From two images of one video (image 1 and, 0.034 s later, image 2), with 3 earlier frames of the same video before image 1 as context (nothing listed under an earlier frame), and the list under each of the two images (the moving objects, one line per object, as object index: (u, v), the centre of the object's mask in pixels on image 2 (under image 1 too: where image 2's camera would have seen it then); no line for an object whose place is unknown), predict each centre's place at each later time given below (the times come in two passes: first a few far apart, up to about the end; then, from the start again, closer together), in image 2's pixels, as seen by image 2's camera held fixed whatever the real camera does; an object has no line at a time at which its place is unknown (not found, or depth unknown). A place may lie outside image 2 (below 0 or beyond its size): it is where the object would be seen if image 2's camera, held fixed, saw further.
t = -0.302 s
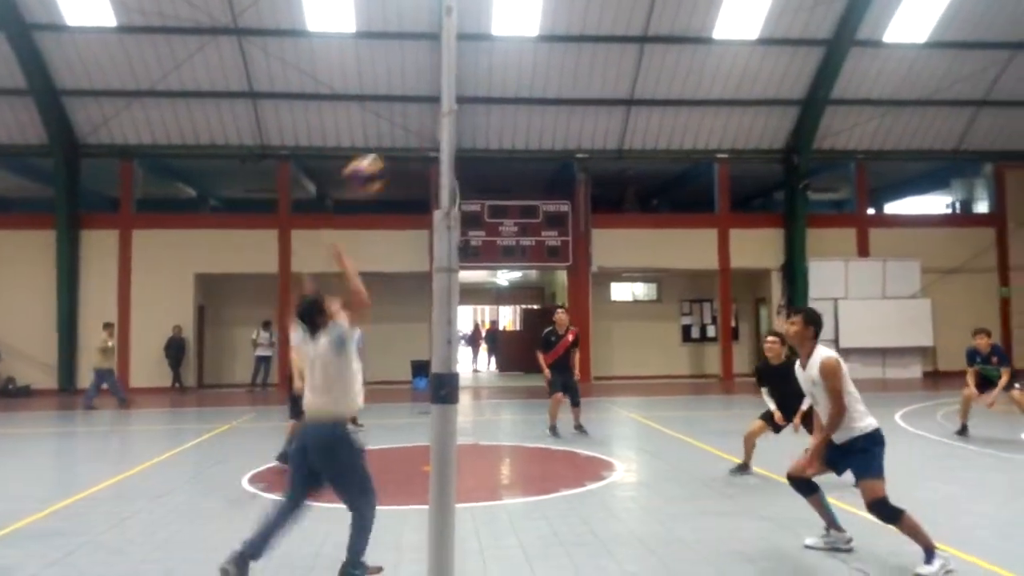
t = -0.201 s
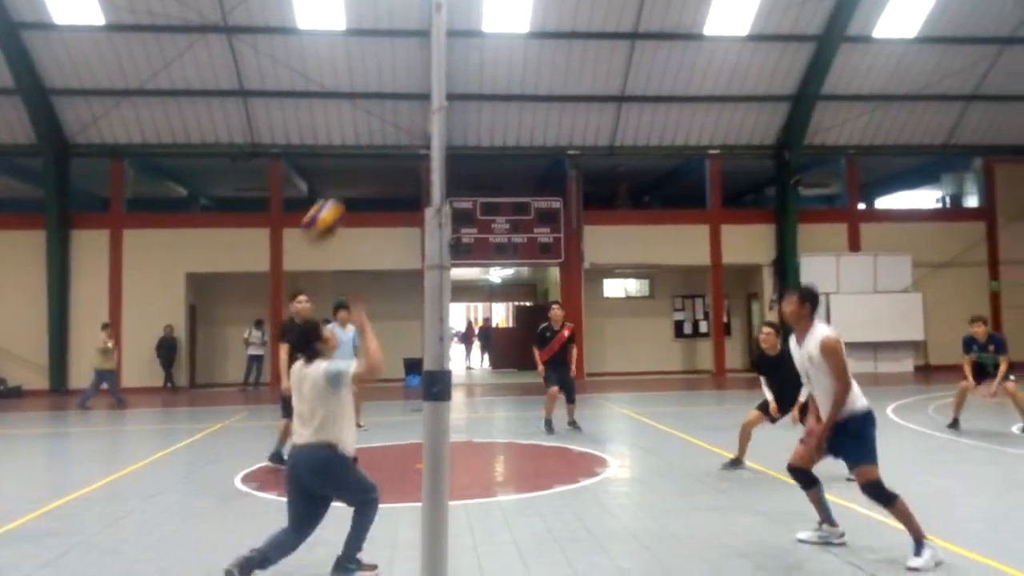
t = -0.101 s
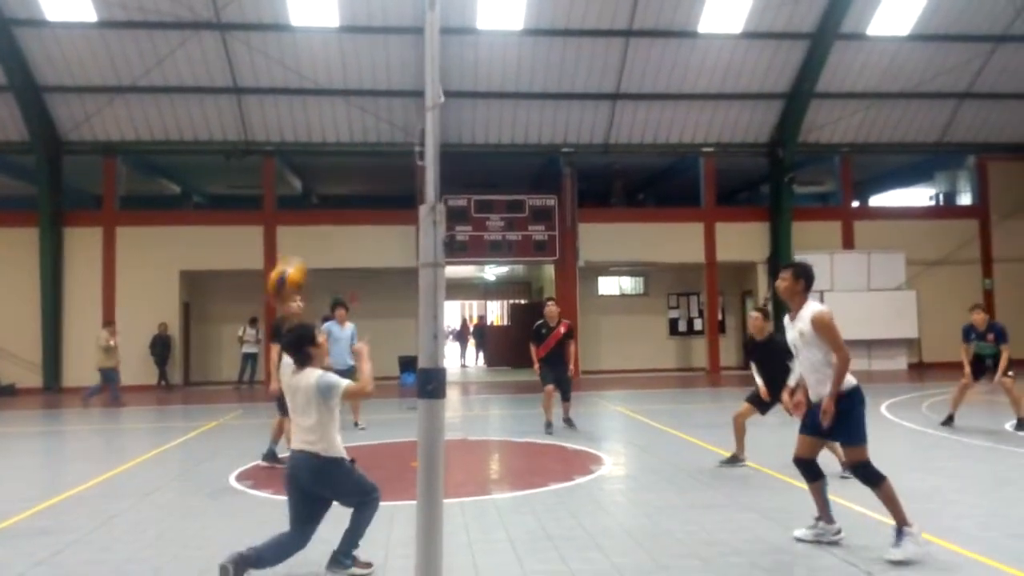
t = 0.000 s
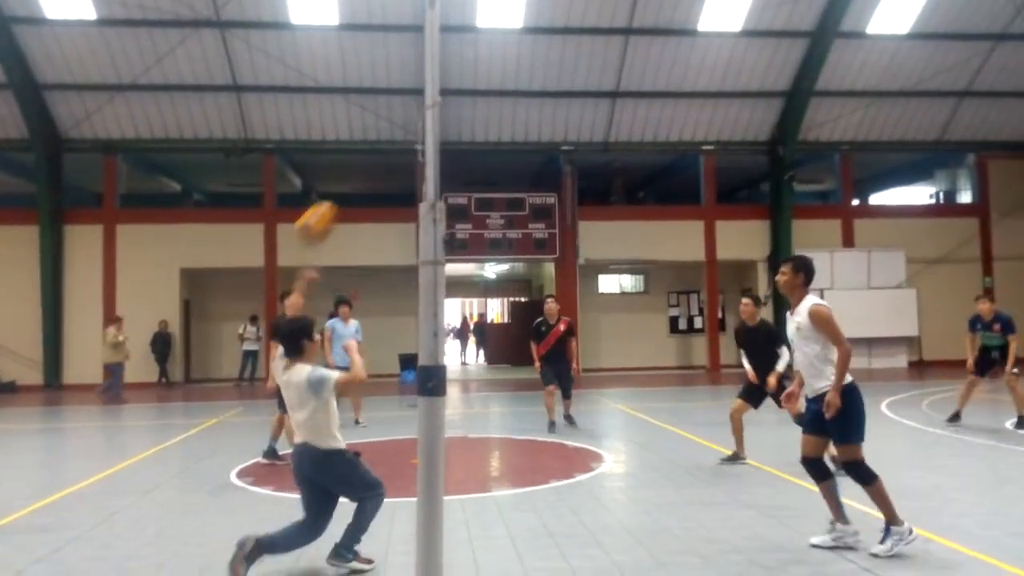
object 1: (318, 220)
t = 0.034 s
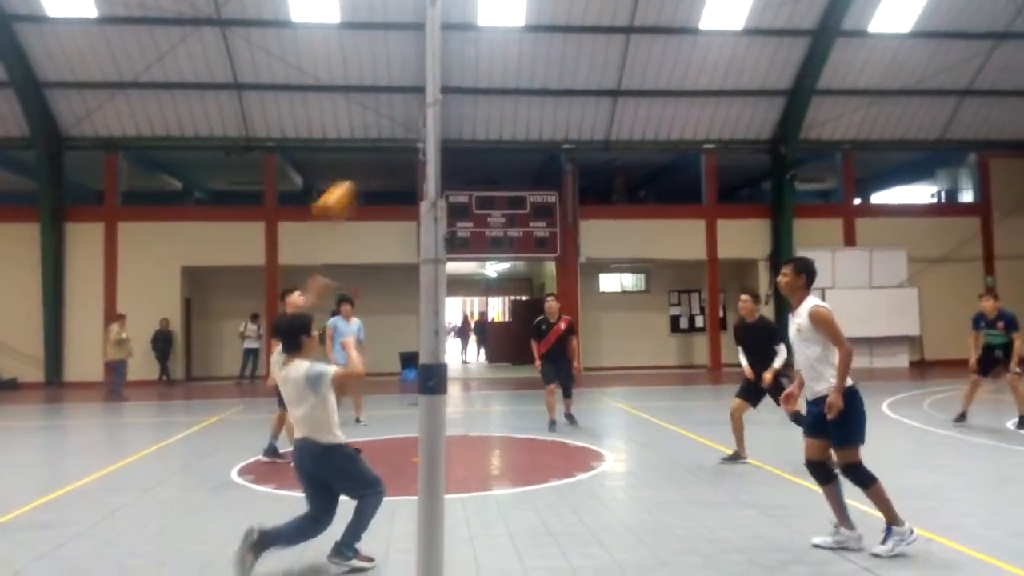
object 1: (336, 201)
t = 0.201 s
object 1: (414, 138)
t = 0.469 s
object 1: (506, 127)
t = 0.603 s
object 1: (545, 155)
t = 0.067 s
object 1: (354, 186)
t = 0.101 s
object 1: (372, 173)
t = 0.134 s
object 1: (389, 159)
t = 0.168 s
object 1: (404, 149)
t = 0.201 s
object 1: (414, 138)
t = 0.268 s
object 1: (448, 123)
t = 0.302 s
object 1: (454, 121)
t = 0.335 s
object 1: (464, 119)
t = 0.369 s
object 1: (475, 119)
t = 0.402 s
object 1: (487, 120)
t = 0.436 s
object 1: (498, 122)
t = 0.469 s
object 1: (506, 127)
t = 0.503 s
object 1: (515, 132)
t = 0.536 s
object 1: (525, 139)
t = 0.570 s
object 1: (534, 146)
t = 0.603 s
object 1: (545, 155)
